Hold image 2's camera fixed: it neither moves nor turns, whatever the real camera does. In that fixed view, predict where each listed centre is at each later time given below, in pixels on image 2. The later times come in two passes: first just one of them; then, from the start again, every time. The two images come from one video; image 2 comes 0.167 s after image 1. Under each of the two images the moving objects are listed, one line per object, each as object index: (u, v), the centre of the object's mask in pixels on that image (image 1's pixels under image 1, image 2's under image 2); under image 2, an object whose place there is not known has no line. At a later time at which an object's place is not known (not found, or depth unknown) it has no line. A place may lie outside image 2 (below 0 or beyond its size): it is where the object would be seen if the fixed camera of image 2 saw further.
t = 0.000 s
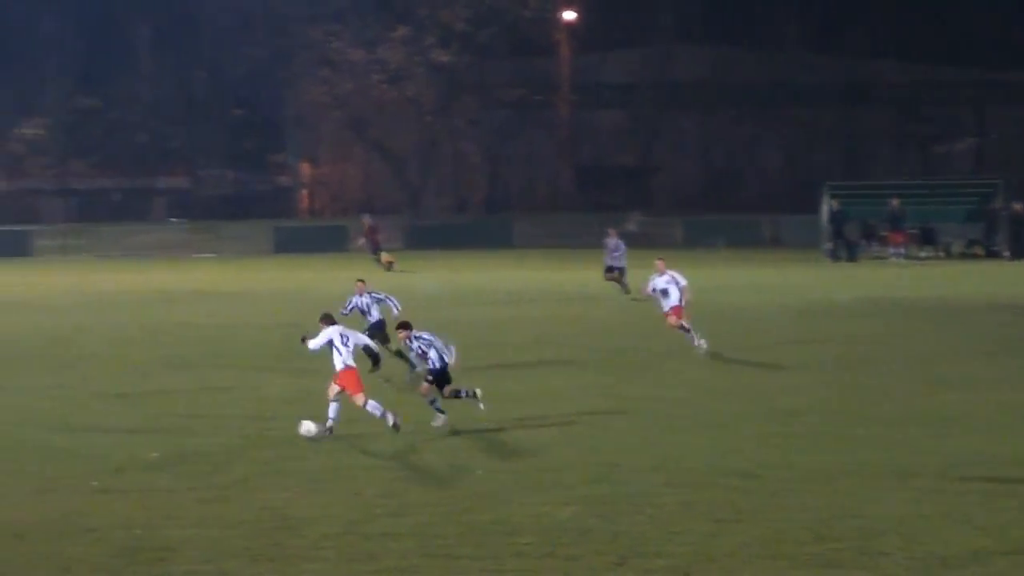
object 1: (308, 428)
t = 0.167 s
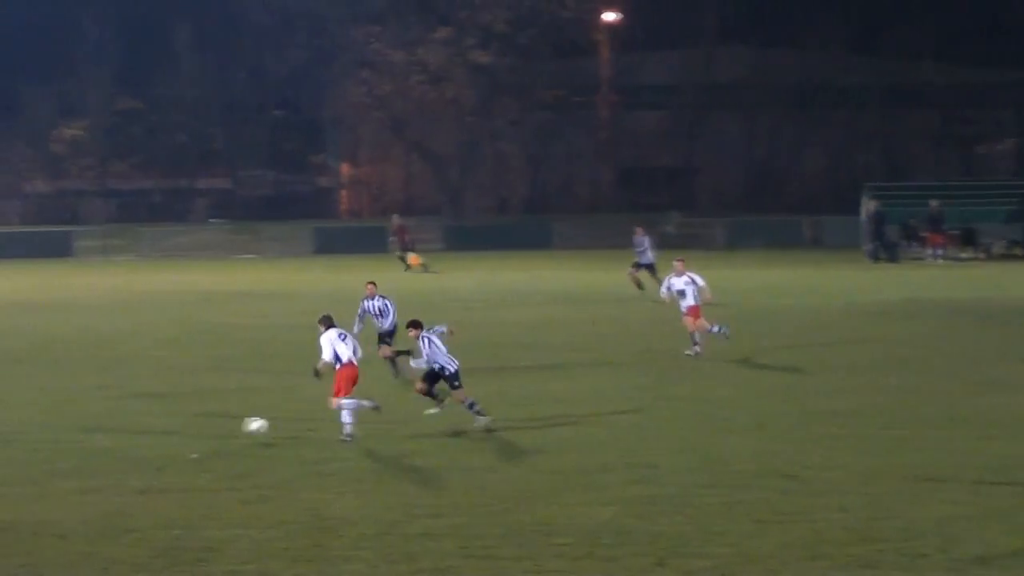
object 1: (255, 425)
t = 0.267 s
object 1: (200, 428)
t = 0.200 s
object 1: (236, 426)
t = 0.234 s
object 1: (217, 427)
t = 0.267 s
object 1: (200, 428)
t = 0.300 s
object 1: (181, 430)
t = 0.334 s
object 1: (162, 432)
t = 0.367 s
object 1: (145, 433)
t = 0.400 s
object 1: (128, 432)
